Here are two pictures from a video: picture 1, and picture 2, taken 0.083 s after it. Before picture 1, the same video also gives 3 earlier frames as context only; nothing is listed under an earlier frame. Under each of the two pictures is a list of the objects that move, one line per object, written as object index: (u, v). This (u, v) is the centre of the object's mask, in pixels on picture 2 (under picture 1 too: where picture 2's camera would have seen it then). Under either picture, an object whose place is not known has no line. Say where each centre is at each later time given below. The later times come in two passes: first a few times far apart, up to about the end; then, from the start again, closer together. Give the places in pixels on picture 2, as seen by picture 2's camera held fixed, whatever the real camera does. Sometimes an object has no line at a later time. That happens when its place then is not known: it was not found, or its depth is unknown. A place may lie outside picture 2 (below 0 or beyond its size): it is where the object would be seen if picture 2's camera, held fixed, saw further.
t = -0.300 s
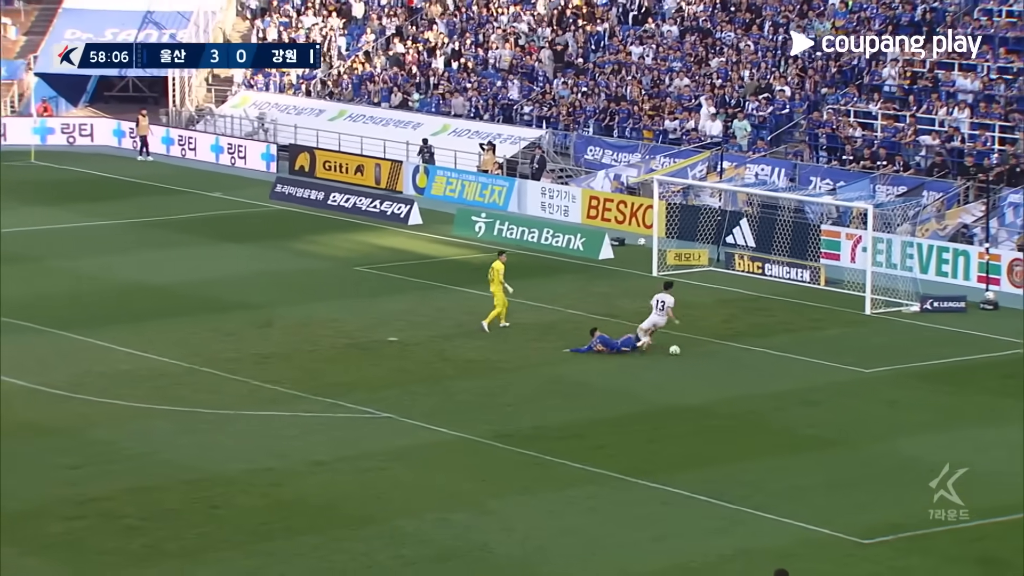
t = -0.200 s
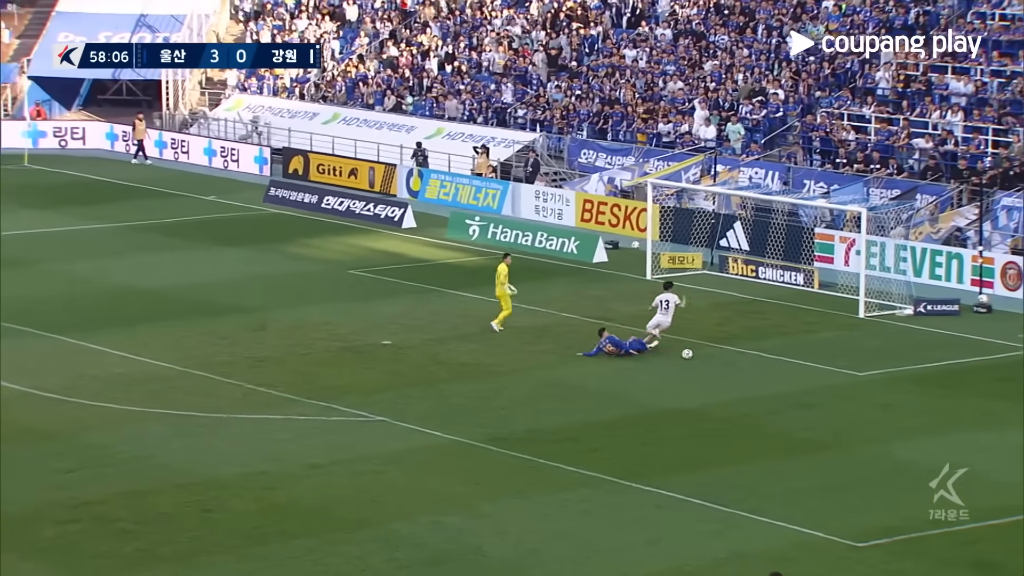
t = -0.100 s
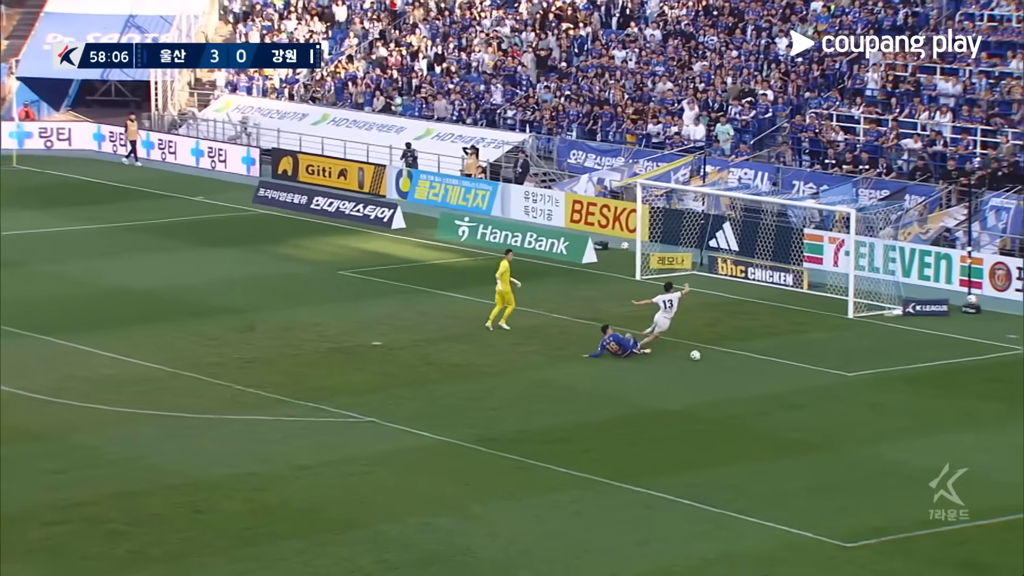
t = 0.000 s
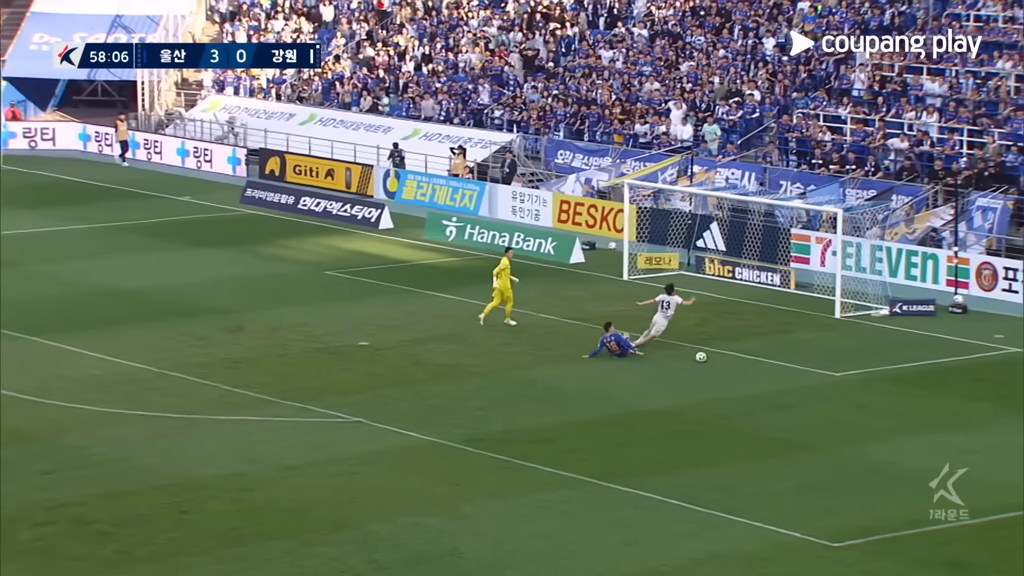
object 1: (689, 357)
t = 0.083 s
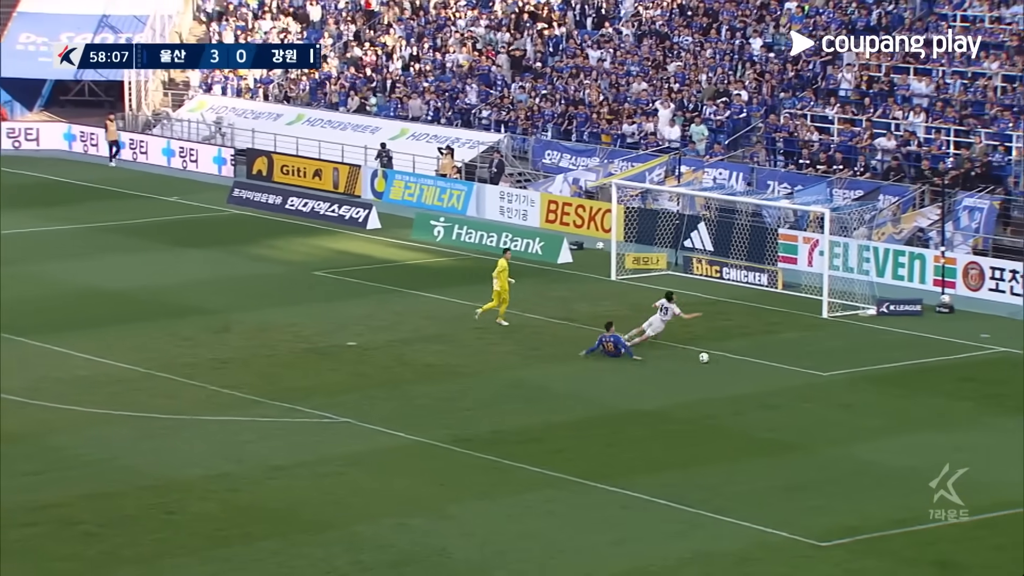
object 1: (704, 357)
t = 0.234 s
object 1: (730, 359)
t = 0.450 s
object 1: (767, 361)
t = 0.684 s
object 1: (806, 364)
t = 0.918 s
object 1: (843, 366)
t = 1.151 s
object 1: (879, 368)
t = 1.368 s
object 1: (911, 371)
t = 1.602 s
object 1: (945, 374)
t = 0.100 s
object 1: (707, 358)
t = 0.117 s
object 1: (710, 358)
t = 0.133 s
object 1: (713, 358)
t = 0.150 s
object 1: (716, 358)
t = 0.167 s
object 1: (718, 359)
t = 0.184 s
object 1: (721, 359)
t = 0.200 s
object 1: (724, 359)
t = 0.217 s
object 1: (727, 359)
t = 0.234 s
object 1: (730, 359)
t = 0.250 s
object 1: (733, 359)
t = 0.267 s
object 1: (736, 360)
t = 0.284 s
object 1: (739, 360)
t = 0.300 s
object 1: (742, 360)
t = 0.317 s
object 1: (745, 360)
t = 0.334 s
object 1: (748, 360)
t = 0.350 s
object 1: (750, 360)
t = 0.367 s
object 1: (753, 360)
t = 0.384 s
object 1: (756, 361)
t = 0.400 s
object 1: (759, 361)
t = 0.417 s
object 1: (762, 361)
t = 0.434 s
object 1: (764, 361)
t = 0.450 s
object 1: (767, 361)
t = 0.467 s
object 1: (770, 362)
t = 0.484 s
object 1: (773, 362)
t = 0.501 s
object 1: (776, 362)
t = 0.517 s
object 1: (779, 362)
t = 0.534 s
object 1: (781, 362)
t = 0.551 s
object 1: (784, 362)
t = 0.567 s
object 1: (787, 362)
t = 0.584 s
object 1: (790, 362)
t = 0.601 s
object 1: (792, 363)
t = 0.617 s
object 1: (795, 363)
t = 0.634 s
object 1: (798, 363)
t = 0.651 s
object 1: (801, 364)
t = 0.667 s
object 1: (803, 364)
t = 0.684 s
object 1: (806, 364)
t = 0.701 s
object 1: (809, 364)
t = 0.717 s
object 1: (811, 364)
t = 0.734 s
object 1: (814, 364)
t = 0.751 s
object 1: (817, 364)
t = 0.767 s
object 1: (820, 365)
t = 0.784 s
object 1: (822, 365)
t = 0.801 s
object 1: (825, 365)
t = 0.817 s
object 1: (828, 365)
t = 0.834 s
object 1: (830, 365)
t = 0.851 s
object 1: (833, 365)
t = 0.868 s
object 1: (836, 365)
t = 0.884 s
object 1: (838, 366)
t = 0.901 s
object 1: (840, 366)
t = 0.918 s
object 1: (843, 366)
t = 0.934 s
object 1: (846, 366)
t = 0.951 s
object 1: (849, 366)
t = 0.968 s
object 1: (851, 367)
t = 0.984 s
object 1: (854, 367)
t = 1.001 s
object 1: (856, 367)
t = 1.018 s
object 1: (859, 367)
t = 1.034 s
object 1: (862, 367)
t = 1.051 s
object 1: (864, 368)
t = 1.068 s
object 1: (867, 368)
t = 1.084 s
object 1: (869, 368)
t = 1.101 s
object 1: (871, 368)
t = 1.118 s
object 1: (874, 368)
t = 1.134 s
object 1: (877, 368)
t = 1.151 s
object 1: (879, 368)
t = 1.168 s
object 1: (882, 369)
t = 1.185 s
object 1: (885, 369)
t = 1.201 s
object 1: (887, 369)
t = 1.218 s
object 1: (889, 369)
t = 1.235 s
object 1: (892, 369)
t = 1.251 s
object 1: (894, 369)
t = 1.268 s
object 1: (897, 370)
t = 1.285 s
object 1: (899, 370)
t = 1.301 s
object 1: (902, 370)
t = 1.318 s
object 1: (904, 370)
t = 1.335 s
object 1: (907, 370)
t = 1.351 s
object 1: (909, 370)
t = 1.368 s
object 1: (911, 371)
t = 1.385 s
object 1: (914, 371)
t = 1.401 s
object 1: (916, 371)
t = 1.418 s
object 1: (919, 372)
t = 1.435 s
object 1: (921, 372)
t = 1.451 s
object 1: (924, 372)
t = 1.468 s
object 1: (926, 372)
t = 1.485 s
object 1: (928, 372)
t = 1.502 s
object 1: (930, 372)
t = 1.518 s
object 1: (933, 373)
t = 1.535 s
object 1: (935, 373)
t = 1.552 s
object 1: (938, 373)
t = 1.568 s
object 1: (940, 374)
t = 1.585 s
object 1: (942, 374)
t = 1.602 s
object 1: (945, 374)
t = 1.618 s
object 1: (947, 374)
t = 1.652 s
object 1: (952, 374)
